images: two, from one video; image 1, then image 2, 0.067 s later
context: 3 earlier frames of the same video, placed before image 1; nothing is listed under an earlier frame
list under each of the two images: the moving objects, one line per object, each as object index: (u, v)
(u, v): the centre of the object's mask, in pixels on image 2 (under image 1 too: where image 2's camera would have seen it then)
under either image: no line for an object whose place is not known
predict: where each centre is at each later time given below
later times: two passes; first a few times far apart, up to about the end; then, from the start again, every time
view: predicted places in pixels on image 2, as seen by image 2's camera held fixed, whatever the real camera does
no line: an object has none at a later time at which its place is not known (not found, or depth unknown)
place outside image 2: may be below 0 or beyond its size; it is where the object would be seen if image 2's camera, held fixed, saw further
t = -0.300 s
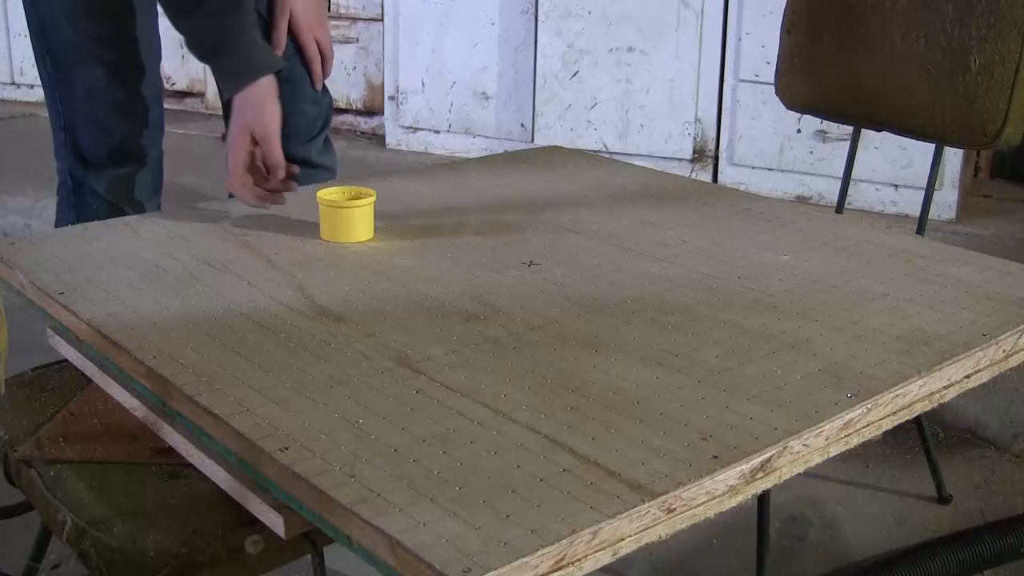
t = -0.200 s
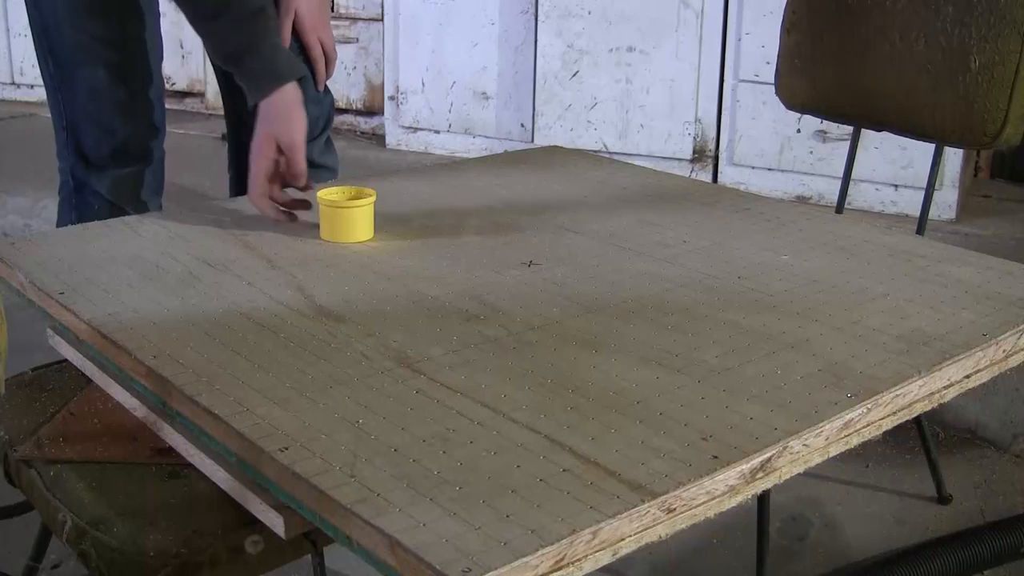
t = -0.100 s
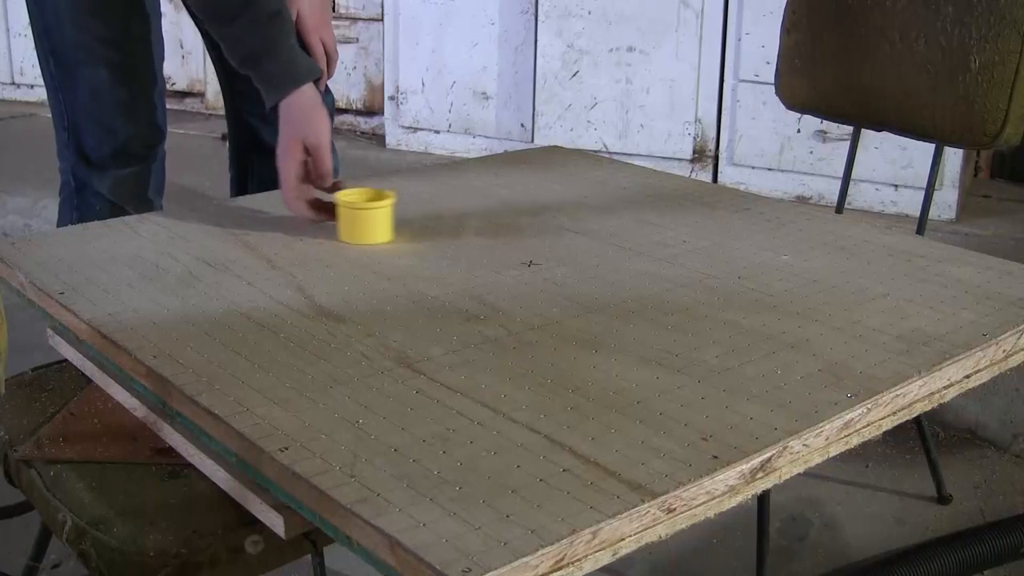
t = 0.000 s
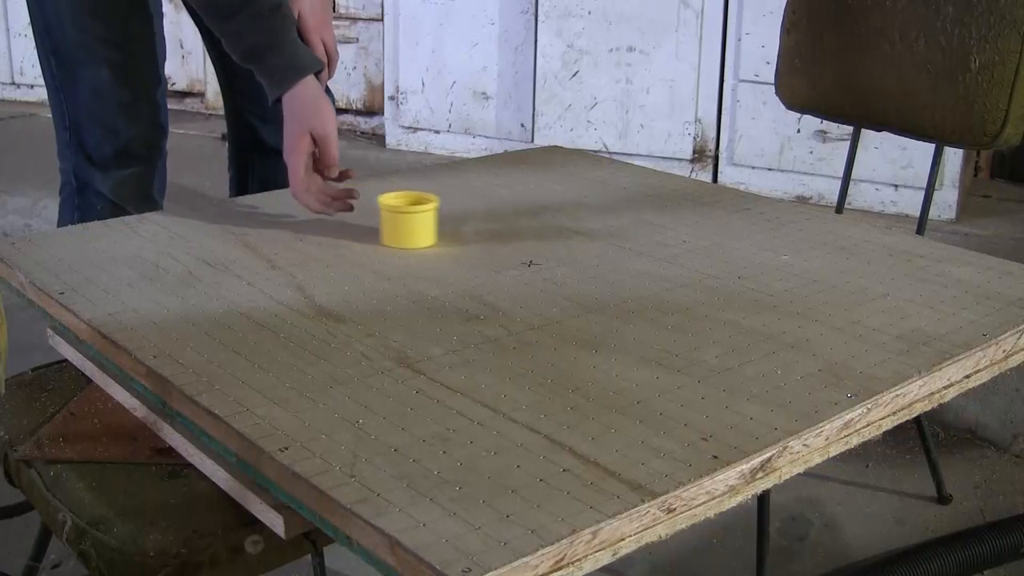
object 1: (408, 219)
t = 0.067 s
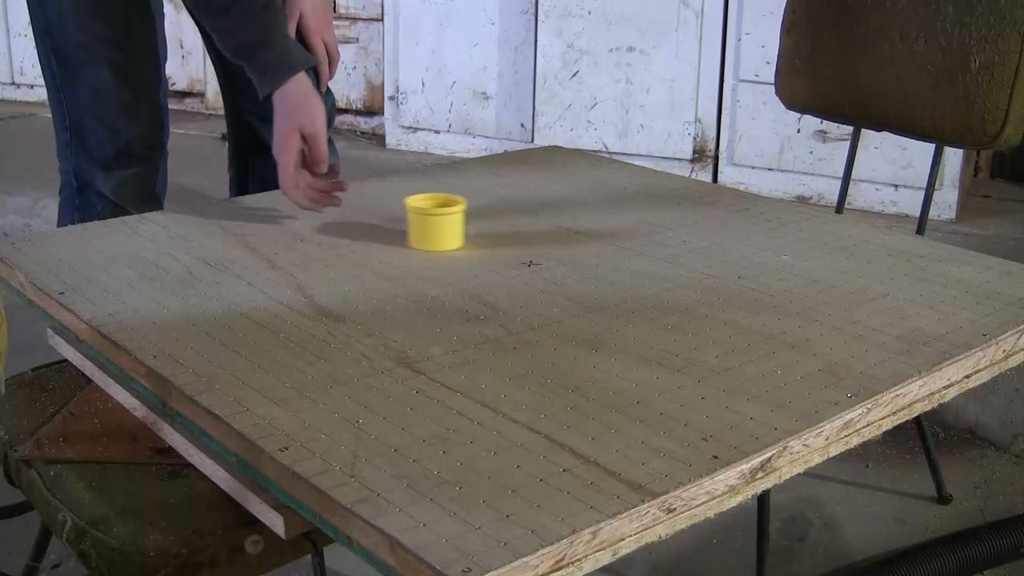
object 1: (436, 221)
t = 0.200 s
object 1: (481, 225)
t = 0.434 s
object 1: (512, 226)
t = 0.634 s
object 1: (512, 226)
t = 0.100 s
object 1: (449, 222)
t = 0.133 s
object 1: (460, 223)
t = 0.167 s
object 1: (471, 224)
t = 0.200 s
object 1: (481, 225)
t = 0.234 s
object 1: (490, 225)
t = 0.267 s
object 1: (498, 226)
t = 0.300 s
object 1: (503, 226)
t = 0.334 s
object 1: (507, 226)
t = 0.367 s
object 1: (510, 226)
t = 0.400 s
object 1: (511, 226)
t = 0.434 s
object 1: (512, 226)
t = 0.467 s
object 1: (512, 226)
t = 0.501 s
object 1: (512, 226)
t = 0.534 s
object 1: (512, 226)
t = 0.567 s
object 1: (512, 226)
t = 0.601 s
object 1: (512, 226)
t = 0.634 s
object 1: (512, 226)
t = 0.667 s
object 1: (512, 226)
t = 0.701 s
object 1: (512, 226)
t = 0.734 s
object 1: (512, 226)
